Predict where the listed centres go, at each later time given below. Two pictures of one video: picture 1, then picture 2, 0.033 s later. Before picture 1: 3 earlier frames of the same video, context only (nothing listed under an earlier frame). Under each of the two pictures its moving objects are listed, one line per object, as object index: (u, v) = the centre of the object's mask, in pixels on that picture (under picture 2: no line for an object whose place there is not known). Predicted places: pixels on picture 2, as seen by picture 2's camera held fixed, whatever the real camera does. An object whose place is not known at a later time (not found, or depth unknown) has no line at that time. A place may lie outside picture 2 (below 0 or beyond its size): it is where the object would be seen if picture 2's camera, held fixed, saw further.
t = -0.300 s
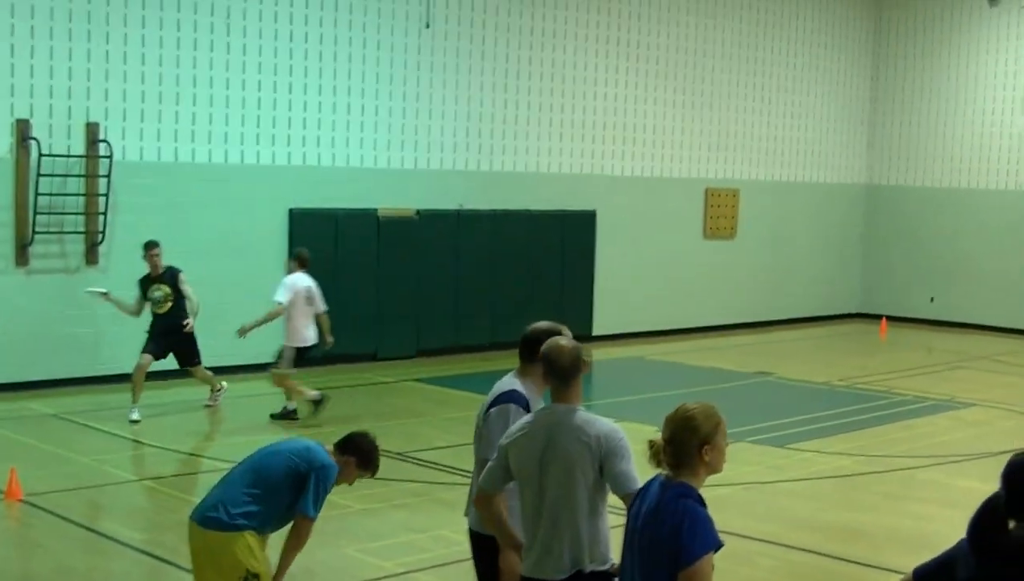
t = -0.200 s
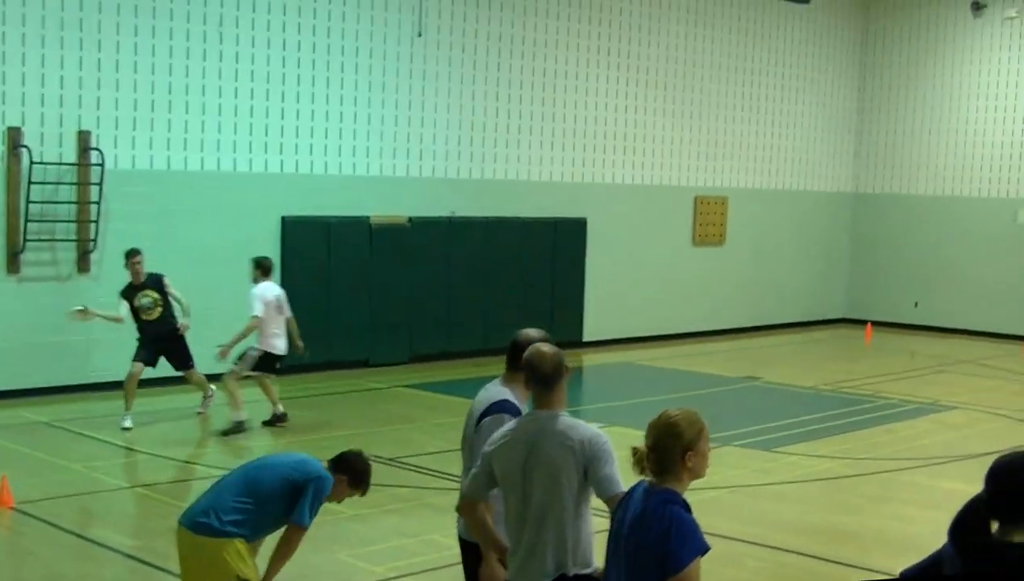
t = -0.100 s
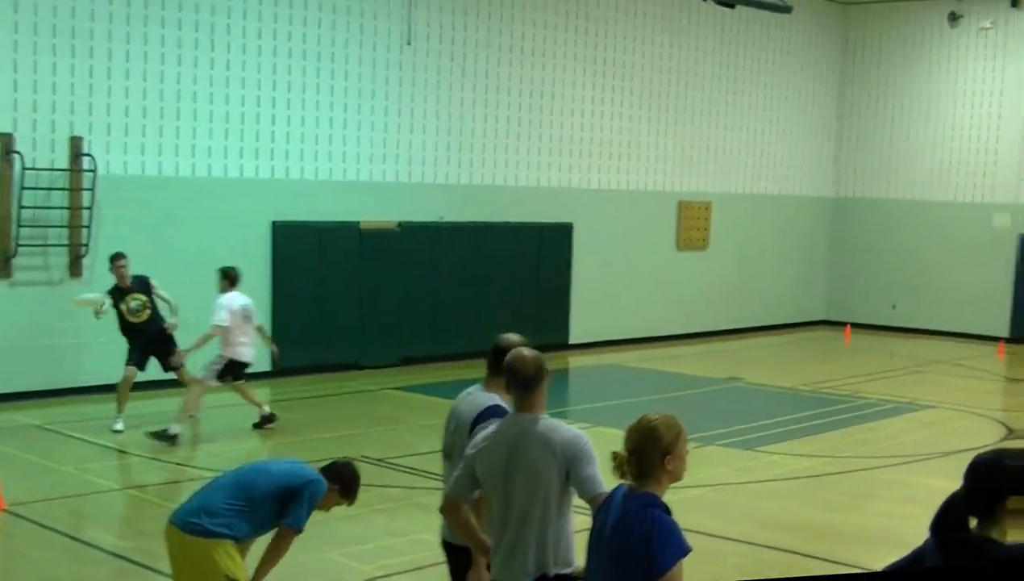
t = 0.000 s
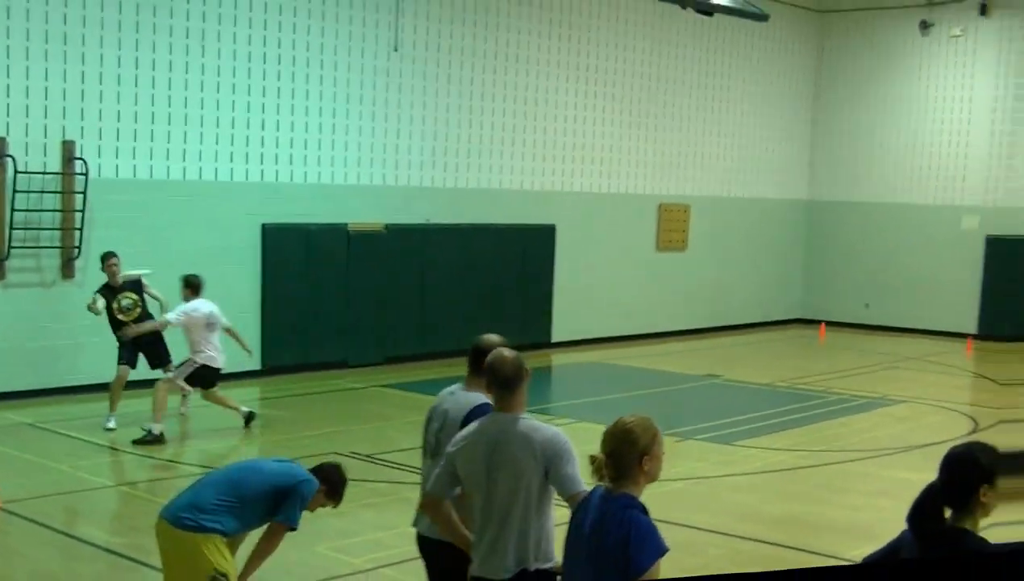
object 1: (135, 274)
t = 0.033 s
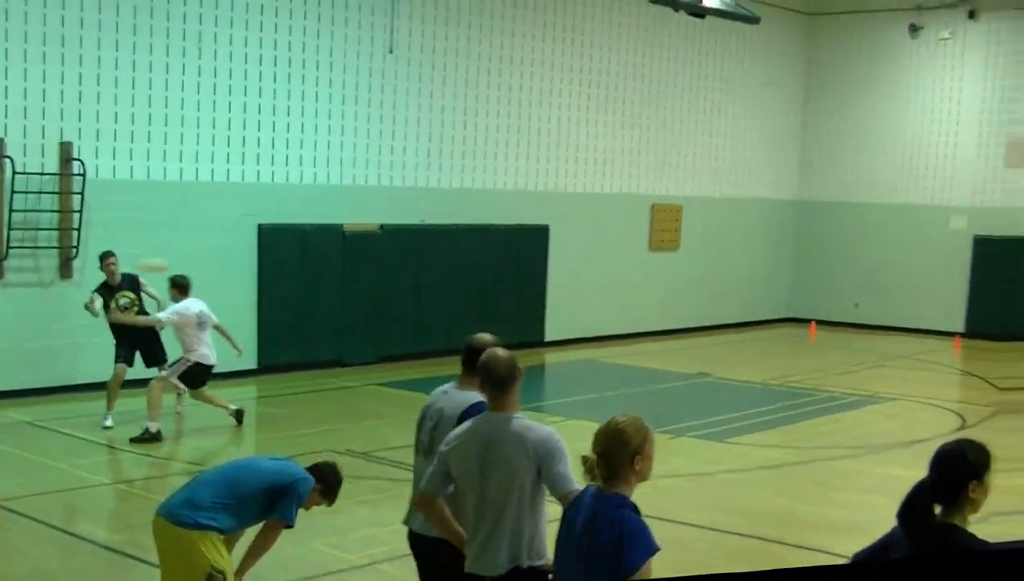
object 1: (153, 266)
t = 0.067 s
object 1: (172, 257)
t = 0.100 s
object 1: (193, 249)
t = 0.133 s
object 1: (214, 241)
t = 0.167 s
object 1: (234, 235)
